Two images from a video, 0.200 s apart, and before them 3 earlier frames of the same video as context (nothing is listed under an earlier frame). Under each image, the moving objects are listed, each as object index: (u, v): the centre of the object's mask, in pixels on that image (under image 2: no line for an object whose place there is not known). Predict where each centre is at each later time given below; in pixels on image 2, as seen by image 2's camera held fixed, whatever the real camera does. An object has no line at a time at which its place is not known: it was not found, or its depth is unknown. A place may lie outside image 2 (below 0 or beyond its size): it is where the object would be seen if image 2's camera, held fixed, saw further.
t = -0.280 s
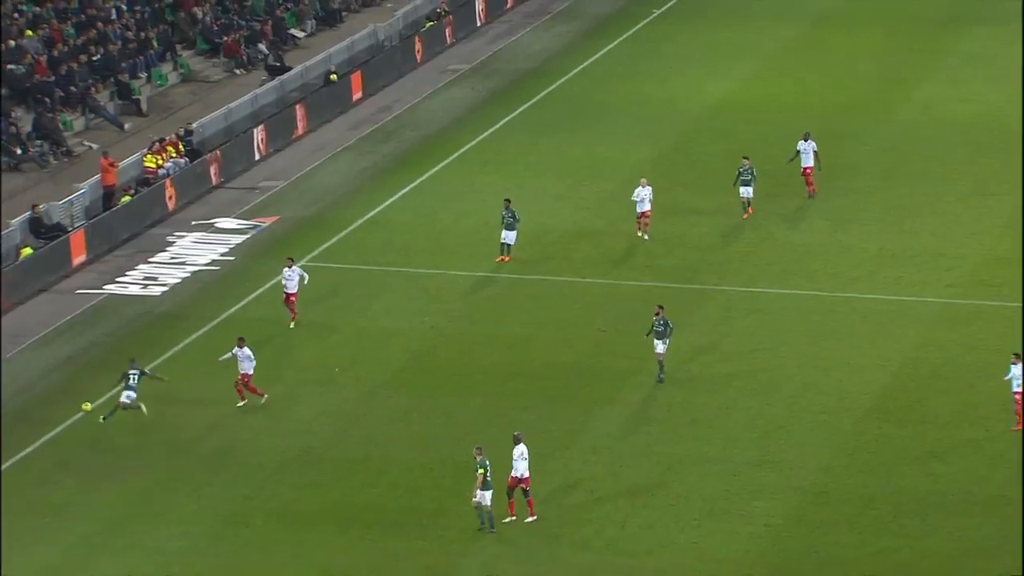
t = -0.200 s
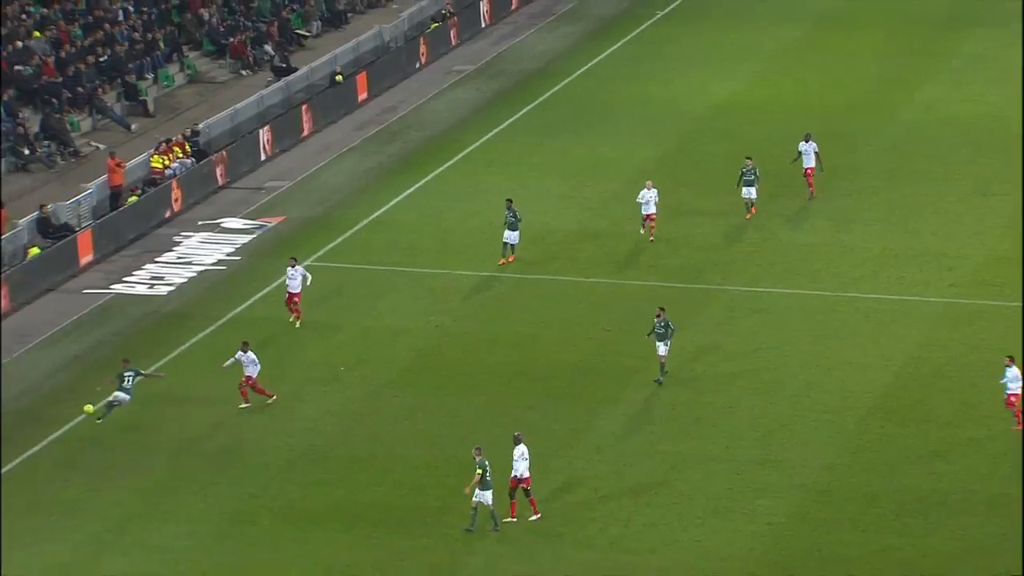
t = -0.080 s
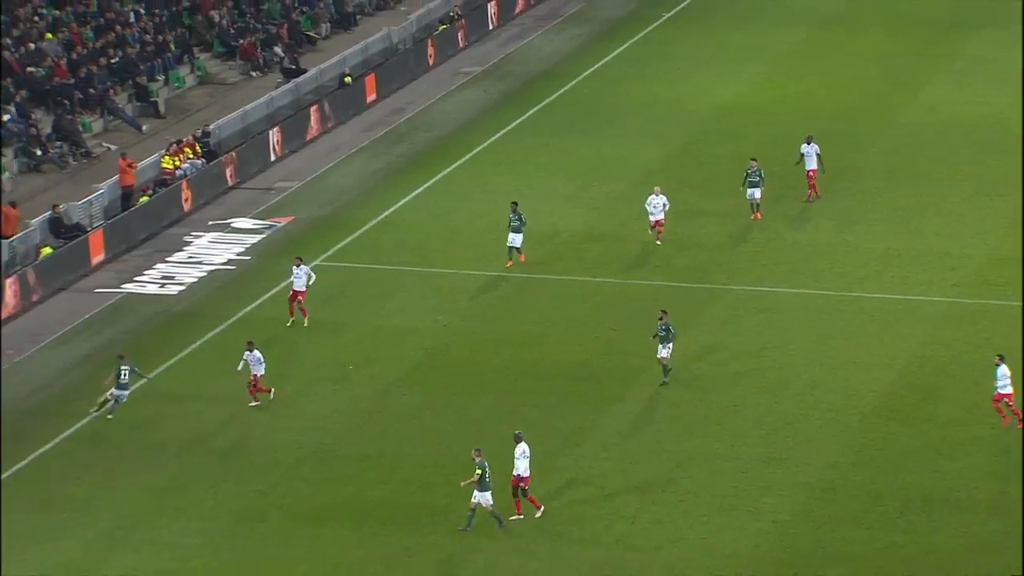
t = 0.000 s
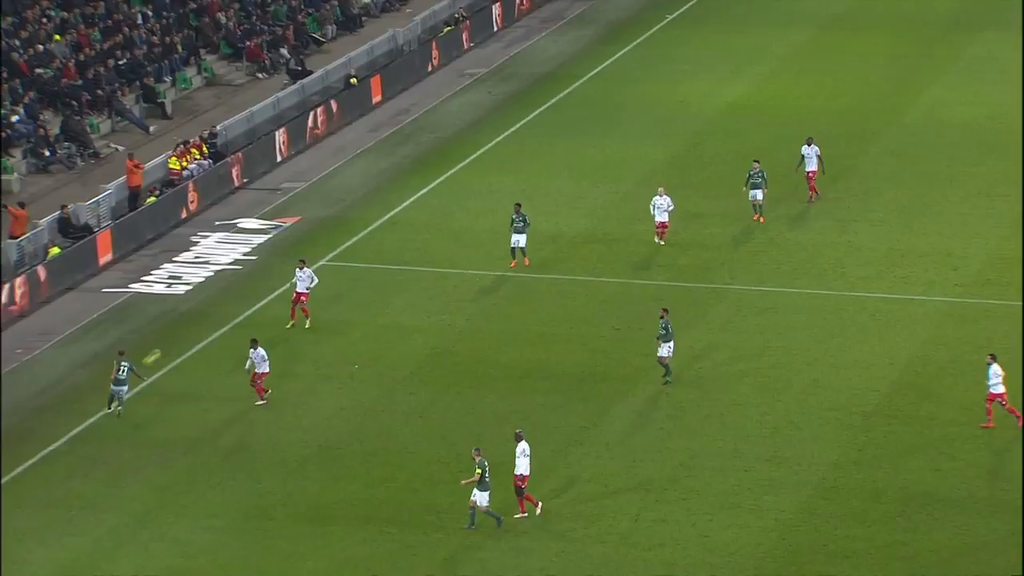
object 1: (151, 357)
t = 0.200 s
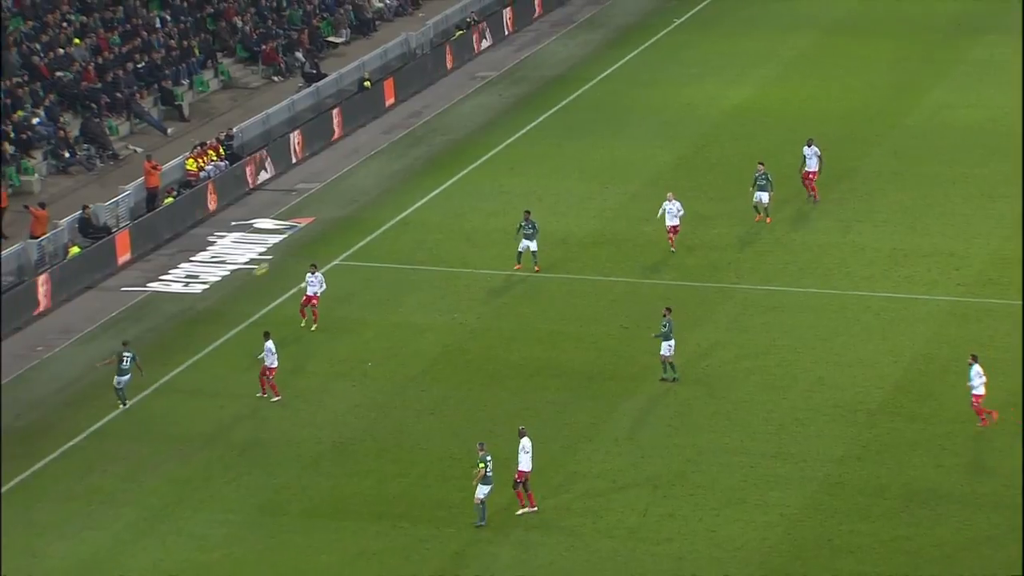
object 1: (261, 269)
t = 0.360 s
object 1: (329, 215)
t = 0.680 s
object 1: (455, 143)
